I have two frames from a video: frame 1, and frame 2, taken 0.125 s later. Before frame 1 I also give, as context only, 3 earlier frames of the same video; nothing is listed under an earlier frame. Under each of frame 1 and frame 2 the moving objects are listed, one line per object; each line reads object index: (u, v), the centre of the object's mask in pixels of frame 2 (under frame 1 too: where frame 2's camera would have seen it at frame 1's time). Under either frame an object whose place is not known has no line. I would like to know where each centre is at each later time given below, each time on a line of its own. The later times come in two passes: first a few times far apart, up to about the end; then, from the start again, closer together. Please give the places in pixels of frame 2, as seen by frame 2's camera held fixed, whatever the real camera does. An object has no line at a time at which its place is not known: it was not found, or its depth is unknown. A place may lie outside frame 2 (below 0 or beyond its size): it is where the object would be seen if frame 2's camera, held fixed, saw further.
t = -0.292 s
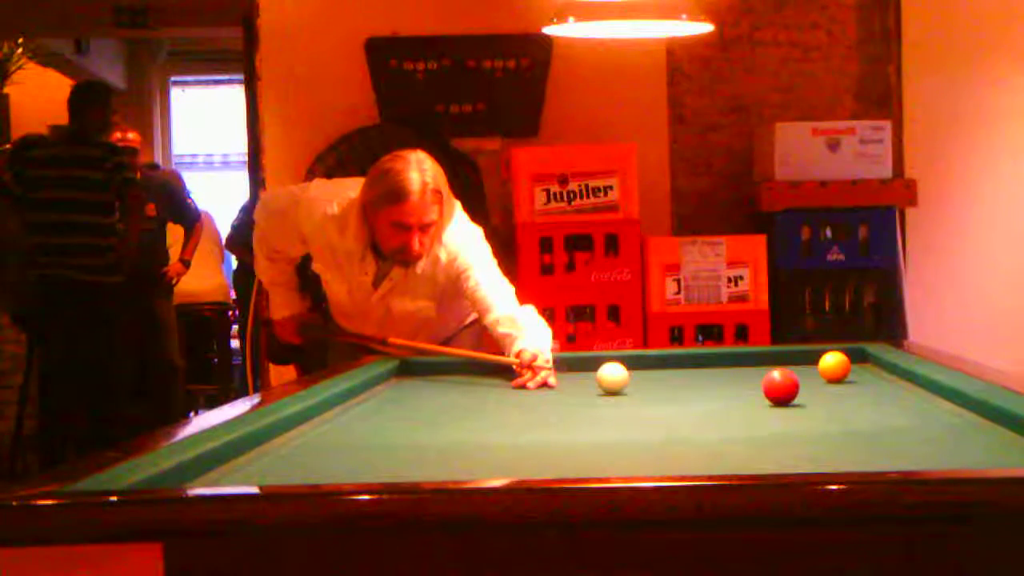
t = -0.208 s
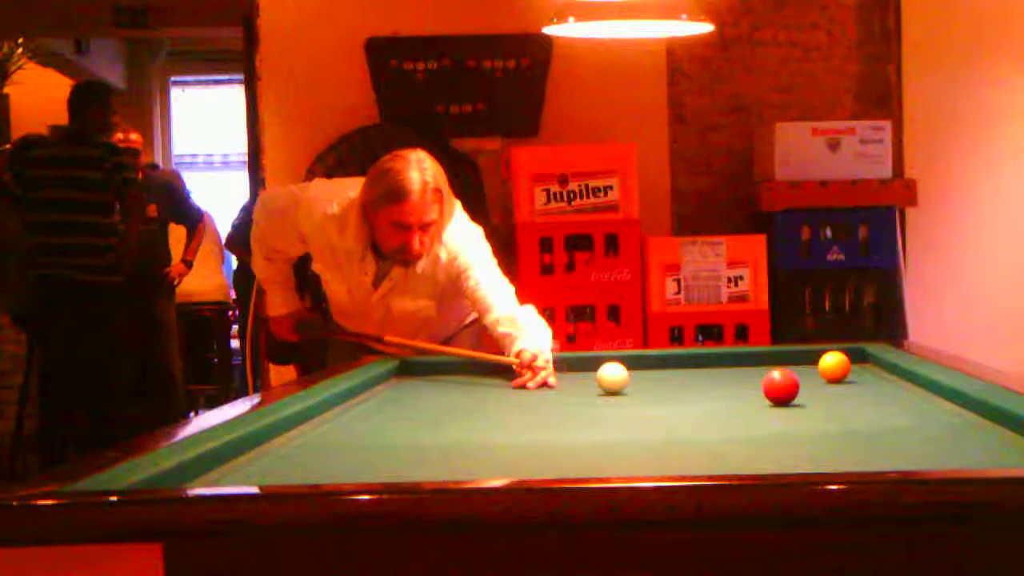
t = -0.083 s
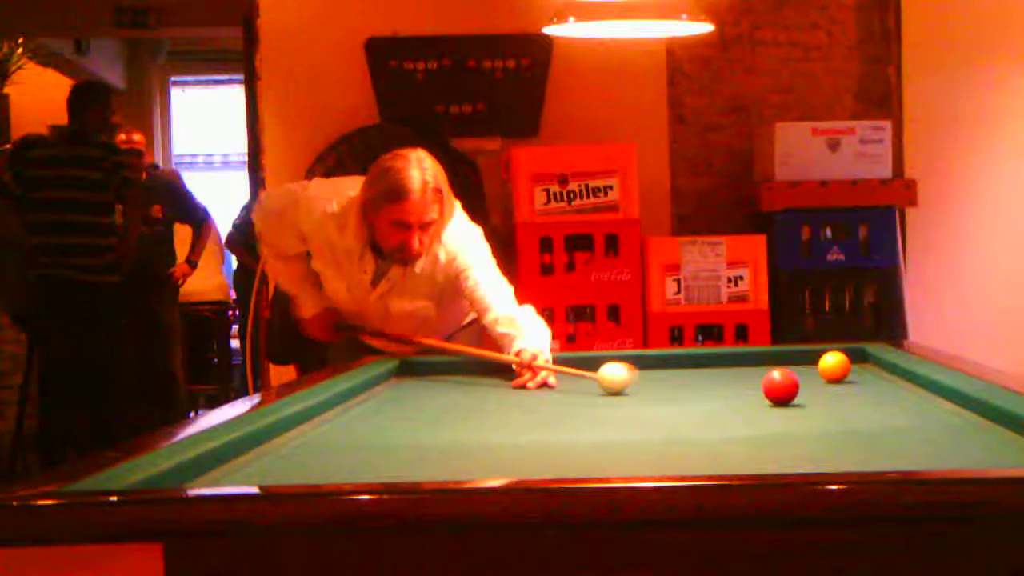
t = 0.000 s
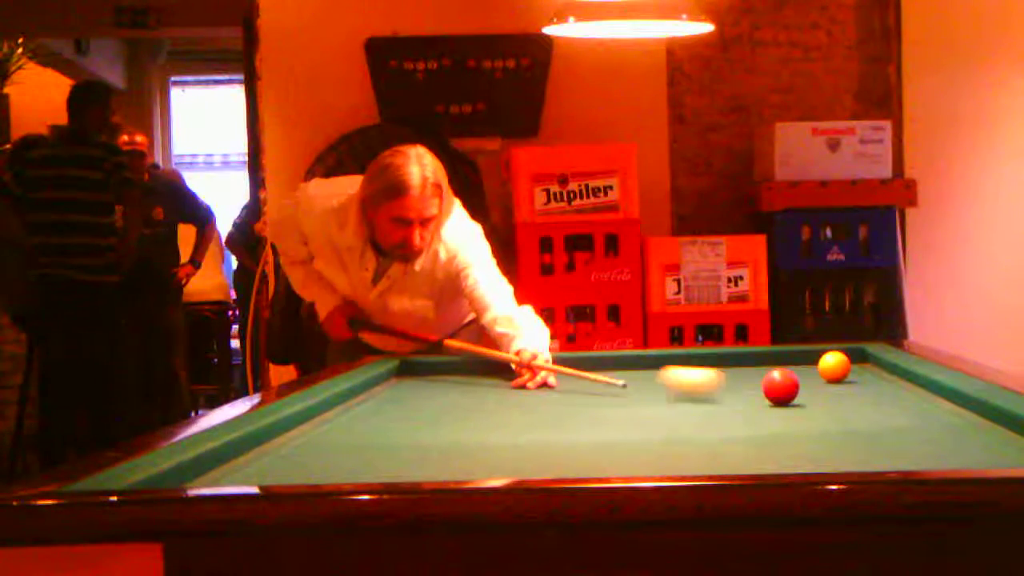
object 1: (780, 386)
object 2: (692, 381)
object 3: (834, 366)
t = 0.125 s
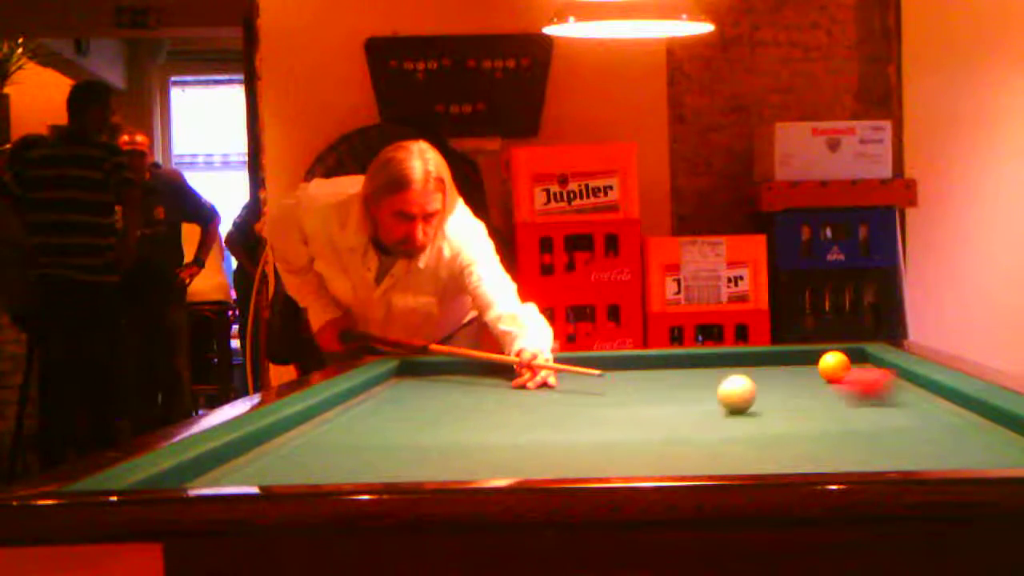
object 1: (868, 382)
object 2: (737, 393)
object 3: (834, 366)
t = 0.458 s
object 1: (764, 391)
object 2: (709, 426)
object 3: (834, 366)
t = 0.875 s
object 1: (537, 402)
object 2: (623, 461)
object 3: (834, 366)
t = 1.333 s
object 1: (334, 412)
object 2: (432, 437)
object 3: (834, 366)
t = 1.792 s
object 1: (473, 409)
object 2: (311, 415)
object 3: (834, 366)
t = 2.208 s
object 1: (598, 407)
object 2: (423, 398)
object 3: (834, 366)
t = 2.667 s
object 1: (732, 405)
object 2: (521, 383)
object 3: (834, 366)
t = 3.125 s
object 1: (862, 404)
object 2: (600, 371)
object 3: (834, 366)
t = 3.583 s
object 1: (948, 403)
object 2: (665, 361)
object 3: (834, 366)
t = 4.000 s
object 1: (885, 406)
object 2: (717, 356)
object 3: (834, 366)
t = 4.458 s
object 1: (821, 408)
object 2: (775, 358)
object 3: (834, 366)
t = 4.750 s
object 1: (783, 409)
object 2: (810, 359)
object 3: (834, 366)
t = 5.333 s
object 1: (712, 412)
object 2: (872, 364)
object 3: (834, 366)
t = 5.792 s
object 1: (663, 414)
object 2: (864, 367)
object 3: (820, 367)
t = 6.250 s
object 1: (620, 416)
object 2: (863, 370)
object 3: (806, 367)
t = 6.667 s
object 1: (584, 417)
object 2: (861, 372)
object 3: (796, 368)
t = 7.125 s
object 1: (550, 418)
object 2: (857, 374)
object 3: (788, 368)
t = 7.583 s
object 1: (522, 419)
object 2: (854, 376)
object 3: (785, 368)
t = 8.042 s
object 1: (499, 420)
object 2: (850, 377)
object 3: (784, 368)
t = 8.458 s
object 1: (484, 420)
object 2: (847, 378)
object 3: (785, 368)
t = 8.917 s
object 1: (471, 421)
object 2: (843, 378)
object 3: (784, 368)
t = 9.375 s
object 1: (462, 421)
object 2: (843, 378)
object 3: (784, 368)
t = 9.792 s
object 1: (460, 421)
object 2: (842, 379)
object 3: (784, 368)
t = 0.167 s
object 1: (907, 382)
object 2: (733, 397)
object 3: (834, 366)
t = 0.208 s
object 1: (905, 383)
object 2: (730, 401)
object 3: (834, 366)
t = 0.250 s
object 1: (879, 384)
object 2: (727, 405)
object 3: (834, 366)
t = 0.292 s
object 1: (855, 387)
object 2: (724, 409)
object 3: (833, 364)
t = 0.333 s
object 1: (831, 388)
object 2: (720, 413)
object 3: (835, 364)
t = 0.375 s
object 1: (808, 389)
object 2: (716, 417)
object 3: (834, 366)
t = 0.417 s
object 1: (786, 389)
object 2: (713, 422)
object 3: (834, 366)
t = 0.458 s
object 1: (764, 391)
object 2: (709, 426)
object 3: (834, 366)
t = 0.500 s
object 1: (742, 391)
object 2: (704, 432)
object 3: (834, 366)
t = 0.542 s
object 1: (719, 392)
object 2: (700, 437)
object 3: (834, 366)
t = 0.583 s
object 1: (695, 393)
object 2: (695, 443)
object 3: (834, 366)
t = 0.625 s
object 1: (673, 394)
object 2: (691, 448)
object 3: (834, 366)
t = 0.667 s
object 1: (651, 395)
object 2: (685, 451)
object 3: (834, 366)
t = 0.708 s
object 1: (628, 397)
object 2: (679, 455)
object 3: (834, 366)
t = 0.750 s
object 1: (605, 398)
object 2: (673, 459)
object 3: (834, 366)
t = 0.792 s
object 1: (582, 399)
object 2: (667, 462)
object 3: (834, 366)
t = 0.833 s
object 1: (559, 400)
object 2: (650, 464)
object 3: (834, 366)
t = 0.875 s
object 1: (537, 402)
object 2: (623, 461)
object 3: (834, 366)
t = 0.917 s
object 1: (514, 403)
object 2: (601, 459)
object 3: (834, 366)
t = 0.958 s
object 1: (491, 403)
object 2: (582, 458)
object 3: (834, 366)
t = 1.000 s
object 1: (468, 404)
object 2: (563, 456)
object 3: (834, 366)
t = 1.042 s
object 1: (445, 406)
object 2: (544, 455)
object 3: (834, 366)
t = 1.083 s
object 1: (422, 406)
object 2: (526, 453)
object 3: (834, 366)
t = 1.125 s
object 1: (399, 407)
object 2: (509, 451)
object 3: (834, 366)
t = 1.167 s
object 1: (376, 409)
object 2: (492, 448)
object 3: (834, 366)
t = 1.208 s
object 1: (354, 409)
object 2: (476, 445)
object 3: (834, 366)
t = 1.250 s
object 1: (332, 410)
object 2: (461, 443)
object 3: (834, 366)
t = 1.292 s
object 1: (319, 412)
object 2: (446, 440)
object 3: (834, 366)
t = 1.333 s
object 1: (334, 412)
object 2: (432, 437)
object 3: (834, 366)
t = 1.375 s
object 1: (347, 411)
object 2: (419, 435)
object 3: (834, 366)
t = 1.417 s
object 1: (359, 411)
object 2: (406, 433)
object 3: (834, 366)
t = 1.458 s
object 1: (370, 407)
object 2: (393, 431)
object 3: (834, 366)
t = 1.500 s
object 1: (388, 402)
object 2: (380, 429)
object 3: (834, 366)
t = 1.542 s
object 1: (401, 409)
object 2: (368, 427)
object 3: (834, 366)
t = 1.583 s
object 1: (411, 410)
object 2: (356, 424)
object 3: (834, 366)
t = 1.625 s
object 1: (423, 410)
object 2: (345, 422)
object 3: (834, 366)
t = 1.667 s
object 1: (436, 409)
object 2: (334, 421)
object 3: (834, 366)
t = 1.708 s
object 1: (448, 409)
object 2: (323, 418)
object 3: (834, 366)
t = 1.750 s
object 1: (461, 409)
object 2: (313, 417)
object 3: (834, 366)
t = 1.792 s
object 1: (473, 409)
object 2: (311, 415)
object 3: (834, 366)
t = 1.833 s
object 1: (486, 409)
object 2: (324, 413)
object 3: (834, 366)
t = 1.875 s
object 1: (499, 408)
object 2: (336, 411)
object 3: (834, 366)
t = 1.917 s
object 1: (511, 408)
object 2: (348, 410)
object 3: (834, 366)
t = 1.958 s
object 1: (524, 408)
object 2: (359, 407)
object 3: (834, 366)
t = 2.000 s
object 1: (536, 408)
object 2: (370, 406)
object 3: (834, 366)
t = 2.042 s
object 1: (549, 408)
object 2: (381, 404)
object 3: (834, 366)
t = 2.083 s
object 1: (560, 408)
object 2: (392, 402)
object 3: (834, 366)
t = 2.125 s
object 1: (573, 407)
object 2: (403, 401)
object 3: (834, 366)
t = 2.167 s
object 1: (585, 407)
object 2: (413, 399)
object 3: (834, 366)
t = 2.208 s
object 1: (598, 407)
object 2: (423, 398)
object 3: (834, 366)
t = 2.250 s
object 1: (611, 407)
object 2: (433, 396)
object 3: (834, 366)
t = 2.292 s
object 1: (622, 407)
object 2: (442, 395)
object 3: (834, 366)
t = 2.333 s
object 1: (635, 406)
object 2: (451, 393)
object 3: (834, 366)
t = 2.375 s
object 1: (647, 406)
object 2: (460, 392)
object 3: (834, 366)
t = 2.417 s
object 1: (660, 406)
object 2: (469, 391)
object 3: (834, 366)
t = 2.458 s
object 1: (671, 406)
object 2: (479, 390)
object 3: (834, 366)
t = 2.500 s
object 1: (683, 406)
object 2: (487, 389)
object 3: (834, 366)
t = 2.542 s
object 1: (695, 405)
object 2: (496, 387)
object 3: (834, 366)
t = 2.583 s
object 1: (708, 405)
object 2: (505, 386)
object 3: (834, 366)
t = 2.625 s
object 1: (720, 405)
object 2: (512, 384)
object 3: (834, 366)
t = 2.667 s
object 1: (732, 405)
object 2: (521, 383)
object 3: (834, 366)
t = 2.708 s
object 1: (744, 405)
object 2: (529, 382)
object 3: (834, 366)
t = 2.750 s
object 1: (756, 405)
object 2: (537, 381)
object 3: (834, 366)
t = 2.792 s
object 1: (767, 405)
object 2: (544, 380)
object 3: (834, 366)
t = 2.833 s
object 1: (779, 405)
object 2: (552, 378)
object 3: (834, 366)
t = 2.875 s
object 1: (791, 404)
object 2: (559, 377)
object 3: (834, 366)
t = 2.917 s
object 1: (803, 404)
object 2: (566, 376)
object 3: (834, 366)
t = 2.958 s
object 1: (814, 404)
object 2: (573, 375)
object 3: (834, 366)
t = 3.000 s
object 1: (826, 404)
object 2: (580, 374)
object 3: (834, 366)
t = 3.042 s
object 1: (838, 404)
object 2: (587, 373)
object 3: (834, 366)
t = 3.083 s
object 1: (850, 404)
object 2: (594, 372)
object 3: (834, 366)
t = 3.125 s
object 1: (862, 404)
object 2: (600, 371)
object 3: (834, 366)
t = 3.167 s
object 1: (873, 404)
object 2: (606, 370)
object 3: (834, 366)
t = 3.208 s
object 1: (884, 404)
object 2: (613, 369)
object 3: (834, 366)
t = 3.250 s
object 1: (896, 403)
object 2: (619, 368)
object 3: (834, 366)
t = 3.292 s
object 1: (908, 403)
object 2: (625, 367)
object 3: (834, 366)
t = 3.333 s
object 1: (919, 403)
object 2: (631, 366)
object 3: (834, 366)
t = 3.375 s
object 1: (930, 403)
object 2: (637, 365)
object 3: (834, 366)
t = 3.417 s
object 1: (942, 403)
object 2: (643, 364)
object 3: (834, 366)
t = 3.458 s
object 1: (952, 403)
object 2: (649, 363)
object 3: (834, 366)
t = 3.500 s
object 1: (960, 403)
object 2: (655, 363)
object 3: (834, 366)
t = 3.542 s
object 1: (955, 403)
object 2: (660, 362)
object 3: (834, 366)
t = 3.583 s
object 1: (948, 403)
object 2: (665, 361)
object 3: (834, 366)
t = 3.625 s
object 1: (941, 404)
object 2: (671, 360)
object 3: (834, 366)
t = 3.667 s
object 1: (935, 404)
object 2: (676, 359)
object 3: (834, 366)
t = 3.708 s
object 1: (929, 404)
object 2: (681, 358)
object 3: (834, 366)
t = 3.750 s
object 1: (923, 404)
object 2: (686, 358)
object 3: (834, 366)
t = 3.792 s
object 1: (916, 405)
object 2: (691, 357)
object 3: (834, 366)
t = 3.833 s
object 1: (910, 405)
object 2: (696, 356)
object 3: (834, 366)
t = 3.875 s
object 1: (904, 405)
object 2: (701, 355)
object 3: (834, 366)
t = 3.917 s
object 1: (897, 405)
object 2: (706, 355)
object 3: (834, 366)
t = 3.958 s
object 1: (891, 406)
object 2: (712, 356)
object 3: (834, 366)
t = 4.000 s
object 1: (885, 406)
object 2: (717, 356)
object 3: (834, 366)
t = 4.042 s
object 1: (879, 406)
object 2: (722, 356)
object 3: (834, 366)
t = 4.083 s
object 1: (873, 406)
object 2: (727, 356)
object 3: (834, 366)
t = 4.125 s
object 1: (867, 407)
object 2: (733, 356)
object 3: (834, 366)
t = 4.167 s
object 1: (861, 407)
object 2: (738, 357)
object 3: (834, 366)
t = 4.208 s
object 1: (855, 407)
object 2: (743, 357)
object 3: (834, 366)
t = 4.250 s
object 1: (849, 407)
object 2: (748, 357)
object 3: (834, 366)
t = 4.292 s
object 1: (843, 407)
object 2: (753, 357)
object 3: (834, 366)
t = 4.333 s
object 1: (837, 408)
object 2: (759, 358)
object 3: (834, 366)
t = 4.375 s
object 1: (832, 407)
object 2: (764, 358)
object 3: (834, 366)
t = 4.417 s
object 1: (826, 408)
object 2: (770, 358)
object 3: (834, 366)
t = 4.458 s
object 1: (821, 408)
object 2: (775, 358)
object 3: (834, 366)
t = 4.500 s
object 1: (815, 408)
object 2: (780, 359)
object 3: (834, 366)
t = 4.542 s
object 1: (809, 408)
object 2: (786, 359)
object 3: (834, 366)
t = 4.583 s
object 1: (804, 408)
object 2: (791, 359)
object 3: (834, 366)
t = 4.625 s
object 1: (798, 409)
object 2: (796, 359)
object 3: (834, 366)
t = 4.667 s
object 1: (793, 409)
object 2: (801, 359)
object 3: (834, 366)
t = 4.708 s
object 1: (787, 409)
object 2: (806, 360)
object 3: (834, 366)
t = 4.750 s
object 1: (783, 409)
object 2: (810, 359)
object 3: (834, 366)
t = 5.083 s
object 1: (741, 411)
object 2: (859, 362)
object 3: (833, 367)
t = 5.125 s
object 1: (735, 411)
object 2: (863, 362)
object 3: (833, 366)
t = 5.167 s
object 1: (731, 412)
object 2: (868, 363)
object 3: (834, 366)
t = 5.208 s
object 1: (727, 412)
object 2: (872, 363)
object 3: (834, 366)
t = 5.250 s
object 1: (722, 412)
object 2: (876, 363)
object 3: (834, 366)
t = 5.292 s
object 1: (717, 412)
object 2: (874, 364)
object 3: (834, 366)
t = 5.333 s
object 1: (712, 412)
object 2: (872, 364)
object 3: (834, 366)
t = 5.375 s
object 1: (707, 412)
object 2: (870, 364)
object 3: (834, 366)
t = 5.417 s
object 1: (703, 413)
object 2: (868, 365)
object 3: (834, 366)
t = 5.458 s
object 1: (698, 413)
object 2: (866, 365)
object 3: (834, 366)
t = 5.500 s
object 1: (694, 413)
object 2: (866, 365)
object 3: (832, 366)
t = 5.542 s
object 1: (689, 413)
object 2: (865, 366)
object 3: (830, 366)
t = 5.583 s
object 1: (685, 414)
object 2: (865, 366)
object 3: (828, 366)
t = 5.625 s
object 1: (680, 414)
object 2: (865, 366)
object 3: (827, 366)
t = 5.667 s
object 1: (676, 414)
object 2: (865, 366)
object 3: (825, 366)
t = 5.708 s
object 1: (672, 414)
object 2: (865, 367)
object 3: (824, 367)
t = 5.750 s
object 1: (667, 414)
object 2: (864, 367)
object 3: (822, 367)
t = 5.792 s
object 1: (663, 414)
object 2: (864, 367)
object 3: (820, 367)
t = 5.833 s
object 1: (659, 415)
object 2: (864, 368)
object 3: (819, 367)
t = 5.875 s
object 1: (655, 415)
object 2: (864, 368)
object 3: (818, 367)
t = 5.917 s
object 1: (651, 415)
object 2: (864, 368)
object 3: (816, 367)
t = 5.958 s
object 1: (647, 415)
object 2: (864, 368)
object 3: (815, 367)
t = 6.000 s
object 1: (643, 415)
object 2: (864, 369)
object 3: (813, 367)
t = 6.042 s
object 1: (638, 415)
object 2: (864, 369)
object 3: (812, 367)
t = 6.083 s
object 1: (635, 415)
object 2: (863, 369)
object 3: (811, 367)
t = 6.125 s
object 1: (631, 416)
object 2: (863, 369)
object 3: (810, 367)
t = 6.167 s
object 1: (627, 416)
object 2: (863, 370)
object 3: (808, 367)
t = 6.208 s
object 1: (623, 416)
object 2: (863, 370)
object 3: (807, 367)
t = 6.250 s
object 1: (620, 416)
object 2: (863, 370)
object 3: (806, 367)
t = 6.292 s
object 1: (616, 416)
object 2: (863, 370)
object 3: (805, 367)
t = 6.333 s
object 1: (612, 416)
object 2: (862, 370)
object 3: (804, 367)
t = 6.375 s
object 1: (609, 416)
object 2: (862, 371)
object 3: (803, 367)
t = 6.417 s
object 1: (605, 417)
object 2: (862, 371)
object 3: (801, 367)
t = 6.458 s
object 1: (602, 416)
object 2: (862, 371)
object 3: (800, 367)
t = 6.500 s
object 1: (598, 417)
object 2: (862, 371)
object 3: (799, 368)
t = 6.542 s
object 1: (594, 417)
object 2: (862, 372)
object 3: (799, 367)
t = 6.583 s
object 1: (591, 417)
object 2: (861, 372)
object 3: (798, 368)
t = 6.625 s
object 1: (588, 417)
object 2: (861, 372)
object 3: (797, 368)
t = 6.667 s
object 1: (584, 417)
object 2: (861, 372)
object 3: (796, 368)
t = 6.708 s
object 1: (582, 417)
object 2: (860, 372)
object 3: (795, 368)
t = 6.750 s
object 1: (578, 418)
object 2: (860, 373)
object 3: (794, 368)
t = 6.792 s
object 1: (575, 417)
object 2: (860, 373)
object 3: (793, 368)
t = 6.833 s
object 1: (572, 417)
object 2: (860, 373)
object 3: (793, 368)
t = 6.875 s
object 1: (569, 418)
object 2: (860, 373)
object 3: (792, 368)
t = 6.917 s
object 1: (566, 418)
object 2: (859, 373)
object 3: (791, 368)
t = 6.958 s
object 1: (562, 418)
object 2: (858, 374)
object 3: (790, 368)
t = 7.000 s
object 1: (559, 418)
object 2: (857, 374)
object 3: (789, 368)
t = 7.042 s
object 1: (556, 418)
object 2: (857, 374)
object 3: (789, 368)
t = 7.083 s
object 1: (553, 418)
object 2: (857, 374)
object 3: (788, 368)
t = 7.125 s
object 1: (550, 418)
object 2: (857, 374)
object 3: (788, 368)
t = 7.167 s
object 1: (548, 418)
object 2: (857, 374)
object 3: (787, 368)
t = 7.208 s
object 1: (544, 419)
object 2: (856, 375)
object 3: (787, 368)
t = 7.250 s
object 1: (541, 419)
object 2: (856, 375)
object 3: (786, 368)
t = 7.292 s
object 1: (539, 419)
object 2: (856, 375)
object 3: (786, 368)
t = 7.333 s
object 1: (537, 419)
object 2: (856, 375)
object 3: (786, 368)
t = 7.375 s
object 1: (534, 419)
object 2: (855, 375)
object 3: (786, 368)
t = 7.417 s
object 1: (532, 419)
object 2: (855, 375)
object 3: (786, 368)
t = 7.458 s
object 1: (530, 419)
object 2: (855, 375)
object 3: (785, 368)
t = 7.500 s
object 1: (527, 419)
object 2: (855, 375)
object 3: (785, 368)
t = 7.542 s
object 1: (525, 419)
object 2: (854, 376)
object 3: (785, 368)
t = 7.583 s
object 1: (522, 419)
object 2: (854, 376)
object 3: (785, 368)
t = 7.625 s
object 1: (520, 419)
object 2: (854, 376)
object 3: (785, 368)
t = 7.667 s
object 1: (518, 419)
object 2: (853, 376)
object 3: (785, 368)
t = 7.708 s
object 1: (516, 419)
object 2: (853, 376)
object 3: (785, 368)
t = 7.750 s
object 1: (513, 420)
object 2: (852, 376)
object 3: (784, 368)
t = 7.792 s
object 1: (511, 420)
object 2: (853, 376)
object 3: (784, 368)
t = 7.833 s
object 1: (509, 420)
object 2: (852, 377)
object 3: (784, 368)
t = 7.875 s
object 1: (507, 420)
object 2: (851, 377)
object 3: (784, 368)
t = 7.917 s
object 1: (505, 420)
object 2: (851, 377)
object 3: (784, 368)
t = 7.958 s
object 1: (503, 420)
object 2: (851, 377)
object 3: (784, 368)
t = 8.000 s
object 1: (501, 420)
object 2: (850, 377)
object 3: (784, 368)
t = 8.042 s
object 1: (499, 420)
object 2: (850, 377)
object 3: (784, 368)
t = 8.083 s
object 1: (497, 421)
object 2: (850, 378)
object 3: (784, 368)
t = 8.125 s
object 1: (496, 420)
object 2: (849, 378)
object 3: (784, 368)
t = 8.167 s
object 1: (494, 420)
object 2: (849, 378)
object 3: (784, 368)
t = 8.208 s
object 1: (493, 421)
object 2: (849, 378)
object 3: (784, 368)
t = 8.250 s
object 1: (491, 421)
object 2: (848, 378)
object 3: (784, 368)
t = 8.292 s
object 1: (489, 421)
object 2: (848, 378)
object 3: (785, 368)
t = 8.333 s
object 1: (488, 420)
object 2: (847, 378)
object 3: (785, 368)
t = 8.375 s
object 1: (486, 421)
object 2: (847, 378)
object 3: (784, 368)
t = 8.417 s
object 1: (485, 421)
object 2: (847, 378)
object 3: (784, 368)
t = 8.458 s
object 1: (484, 420)
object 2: (847, 378)
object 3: (785, 368)
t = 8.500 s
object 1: (482, 421)
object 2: (846, 378)
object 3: (785, 368)
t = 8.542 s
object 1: (481, 421)
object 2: (846, 378)
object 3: (785, 368)
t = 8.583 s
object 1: (479, 421)
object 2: (846, 378)
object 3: (785, 368)
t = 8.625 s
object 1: (478, 421)
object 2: (846, 378)
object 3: (785, 368)
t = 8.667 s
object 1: (477, 421)
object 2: (845, 378)
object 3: (785, 368)
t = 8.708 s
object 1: (476, 421)
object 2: (845, 378)
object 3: (785, 368)
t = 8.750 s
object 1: (475, 421)
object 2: (845, 378)
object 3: (784, 368)
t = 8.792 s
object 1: (474, 421)
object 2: (844, 378)
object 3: (784, 368)
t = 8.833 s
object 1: (473, 421)
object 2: (844, 378)
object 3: (784, 368)
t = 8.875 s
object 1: (472, 421)
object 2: (844, 378)
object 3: (784, 368)
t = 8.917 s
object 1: (471, 421)
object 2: (843, 378)
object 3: (784, 368)
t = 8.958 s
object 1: (470, 421)
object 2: (843, 378)
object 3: (784, 368)
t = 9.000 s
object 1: (469, 421)
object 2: (843, 378)
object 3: (784, 368)
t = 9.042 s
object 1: (468, 421)
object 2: (843, 378)
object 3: (784, 368)
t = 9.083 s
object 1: (467, 421)
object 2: (842, 378)
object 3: (784, 368)
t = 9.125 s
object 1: (466, 421)
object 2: (842, 378)
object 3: (784, 368)
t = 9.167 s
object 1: (466, 421)
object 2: (842, 378)
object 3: (784, 368)
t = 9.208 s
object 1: (465, 421)
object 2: (842, 378)
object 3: (784, 368)
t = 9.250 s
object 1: (464, 421)
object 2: (842, 378)
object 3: (784, 368)
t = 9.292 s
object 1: (463, 421)
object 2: (842, 378)
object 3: (785, 368)
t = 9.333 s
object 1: (463, 421)
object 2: (842, 378)
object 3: (785, 368)
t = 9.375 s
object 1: (462, 421)
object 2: (843, 378)
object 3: (784, 368)
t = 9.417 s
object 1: (462, 421)
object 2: (842, 378)
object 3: (785, 368)
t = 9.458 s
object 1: (461, 421)
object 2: (843, 378)
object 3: (784, 368)
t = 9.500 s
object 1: (461, 421)
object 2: (842, 378)
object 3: (784, 368)
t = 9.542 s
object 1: (461, 421)
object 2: (843, 378)
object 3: (784, 368)
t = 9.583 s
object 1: (461, 421)
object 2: (843, 378)
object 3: (784, 368)
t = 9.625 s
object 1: (460, 421)
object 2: (842, 378)
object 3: (784, 368)
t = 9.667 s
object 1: (460, 421)
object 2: (842, 378)
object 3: (784, 368)
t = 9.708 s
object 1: (460, 421)
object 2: (842, 378)
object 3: (784, 368)
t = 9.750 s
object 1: (460, 421)
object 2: (842, 379)
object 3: (784, 368)
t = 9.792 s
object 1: (460, 421)
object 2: (842, 379)
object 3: (784, 368)
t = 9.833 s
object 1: (461, 421)
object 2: (842, 378)
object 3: (784, 368)
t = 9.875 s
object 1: (461, 421)
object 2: (842, 378)
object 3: (784, 368)
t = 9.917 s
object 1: (461, 421)
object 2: (842, 378)
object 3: (784, 368)
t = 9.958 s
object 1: (461, 421)
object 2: (842, 378)
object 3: (784, 368)
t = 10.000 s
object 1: (461, 421)
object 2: (842, 378)
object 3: (784, 368)
